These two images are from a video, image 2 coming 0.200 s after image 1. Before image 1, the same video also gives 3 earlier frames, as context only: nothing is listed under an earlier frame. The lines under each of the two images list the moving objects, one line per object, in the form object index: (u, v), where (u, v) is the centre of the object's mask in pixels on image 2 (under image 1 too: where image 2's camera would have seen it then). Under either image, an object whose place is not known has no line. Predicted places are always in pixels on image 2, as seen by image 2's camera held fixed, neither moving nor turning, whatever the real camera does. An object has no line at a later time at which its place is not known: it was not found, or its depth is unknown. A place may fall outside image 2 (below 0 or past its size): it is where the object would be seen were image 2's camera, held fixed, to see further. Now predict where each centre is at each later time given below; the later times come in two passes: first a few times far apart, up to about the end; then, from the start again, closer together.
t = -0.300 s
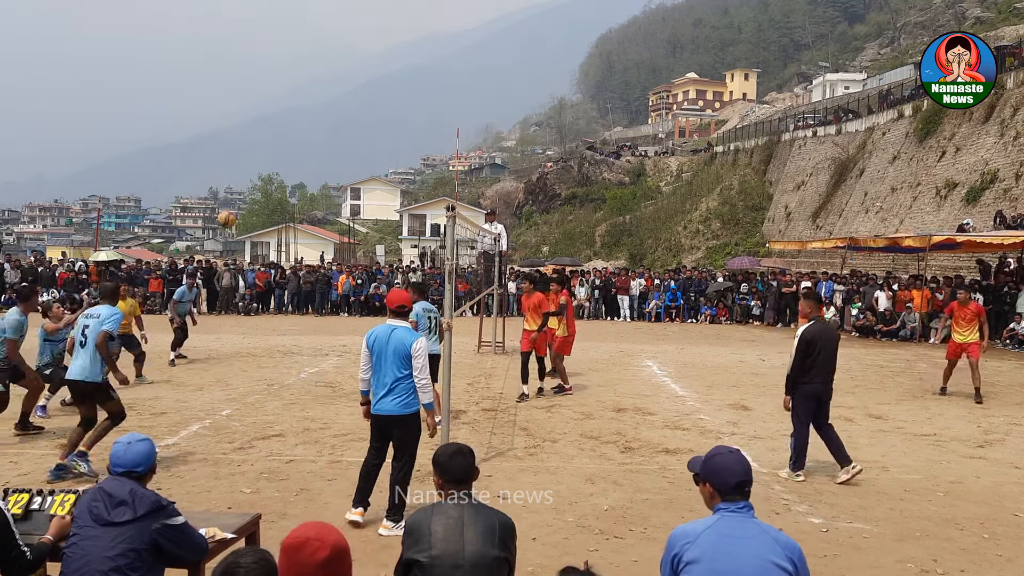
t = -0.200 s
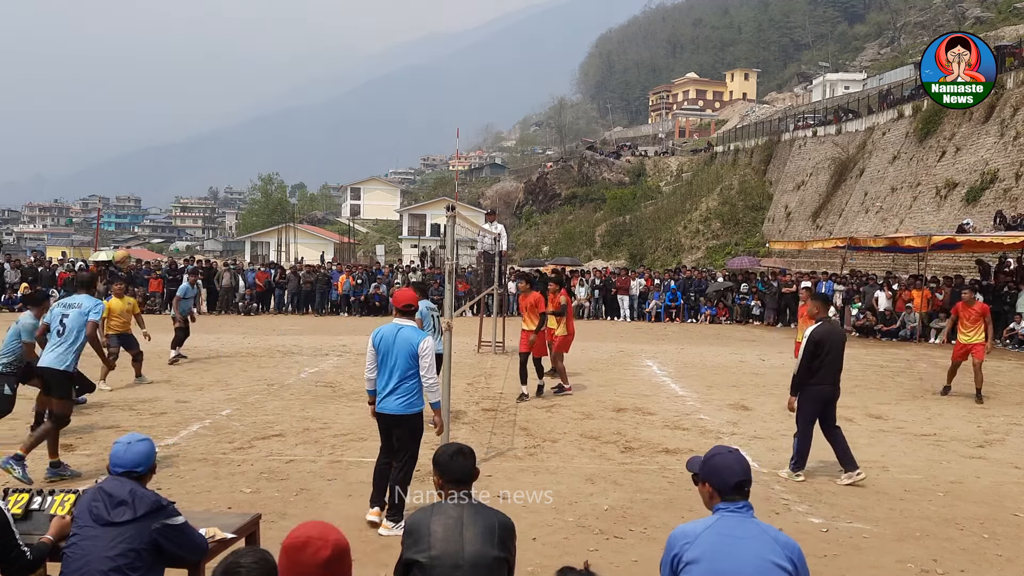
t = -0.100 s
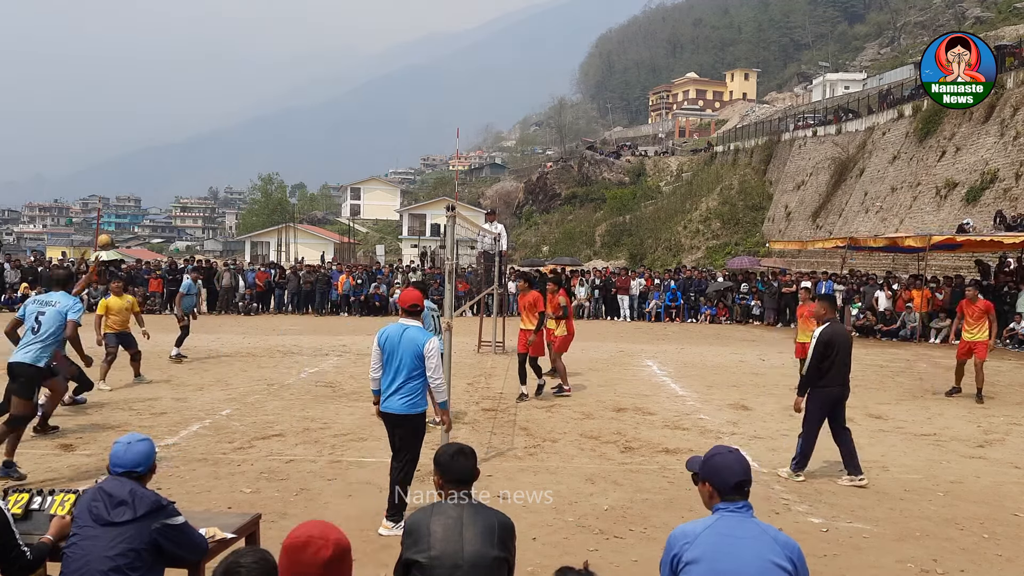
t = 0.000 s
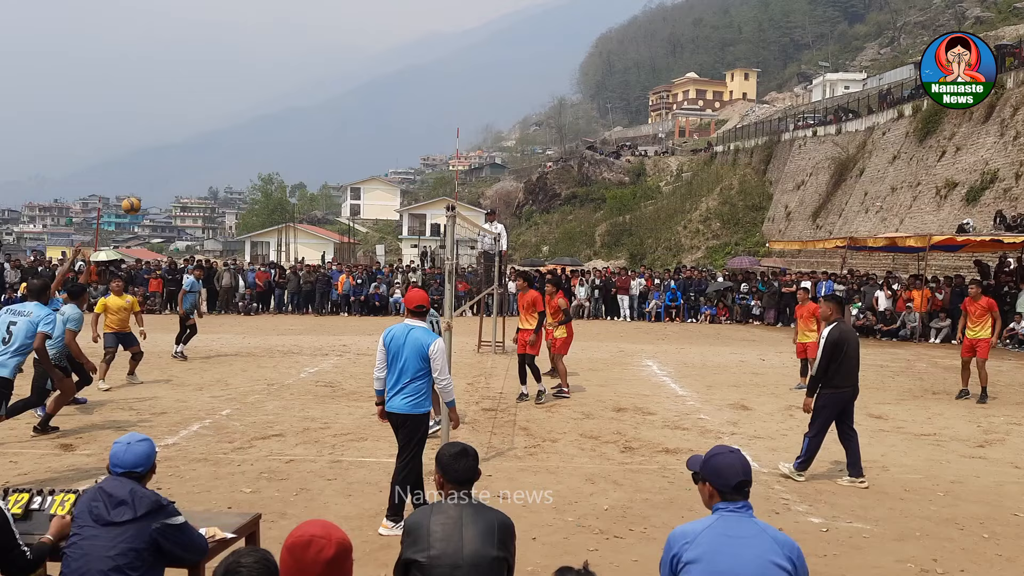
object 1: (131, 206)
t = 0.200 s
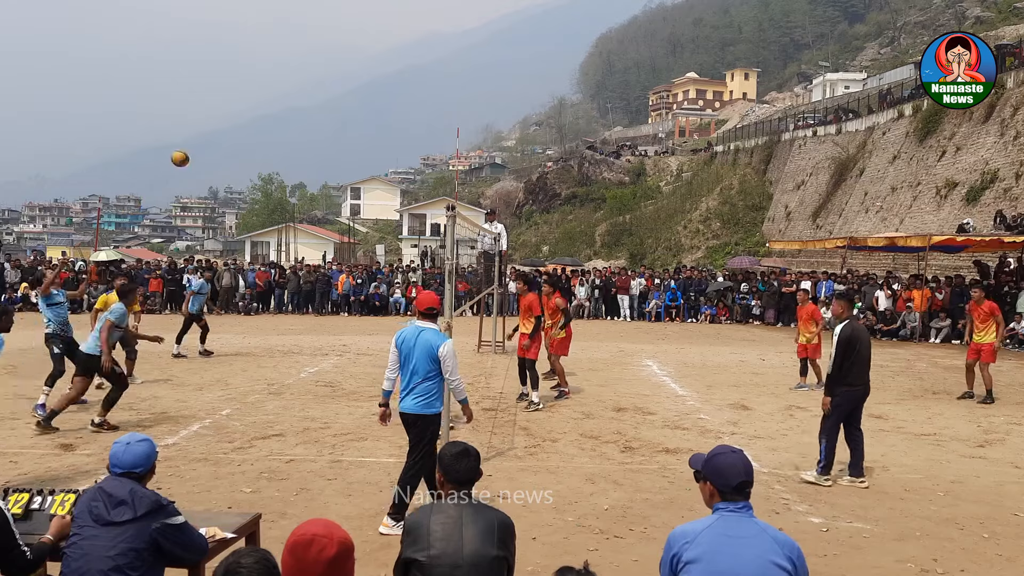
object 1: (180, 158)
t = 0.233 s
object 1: (188, 154)
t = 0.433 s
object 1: (235, 143)
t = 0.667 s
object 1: (289, 171)
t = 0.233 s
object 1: (188, 154)
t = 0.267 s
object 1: (196, 150)
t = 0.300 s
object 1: (204, 146)
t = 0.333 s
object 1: (212, 144)
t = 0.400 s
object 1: (228, 143)
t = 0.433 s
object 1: (235, 143)
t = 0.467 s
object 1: (243, 144)
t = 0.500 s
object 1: (251, 147)
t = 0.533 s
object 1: (259, 150)
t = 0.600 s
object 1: (274, 159)
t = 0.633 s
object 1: (282, 165)
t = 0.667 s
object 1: (289, 171)
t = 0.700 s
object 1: (297, 179)
